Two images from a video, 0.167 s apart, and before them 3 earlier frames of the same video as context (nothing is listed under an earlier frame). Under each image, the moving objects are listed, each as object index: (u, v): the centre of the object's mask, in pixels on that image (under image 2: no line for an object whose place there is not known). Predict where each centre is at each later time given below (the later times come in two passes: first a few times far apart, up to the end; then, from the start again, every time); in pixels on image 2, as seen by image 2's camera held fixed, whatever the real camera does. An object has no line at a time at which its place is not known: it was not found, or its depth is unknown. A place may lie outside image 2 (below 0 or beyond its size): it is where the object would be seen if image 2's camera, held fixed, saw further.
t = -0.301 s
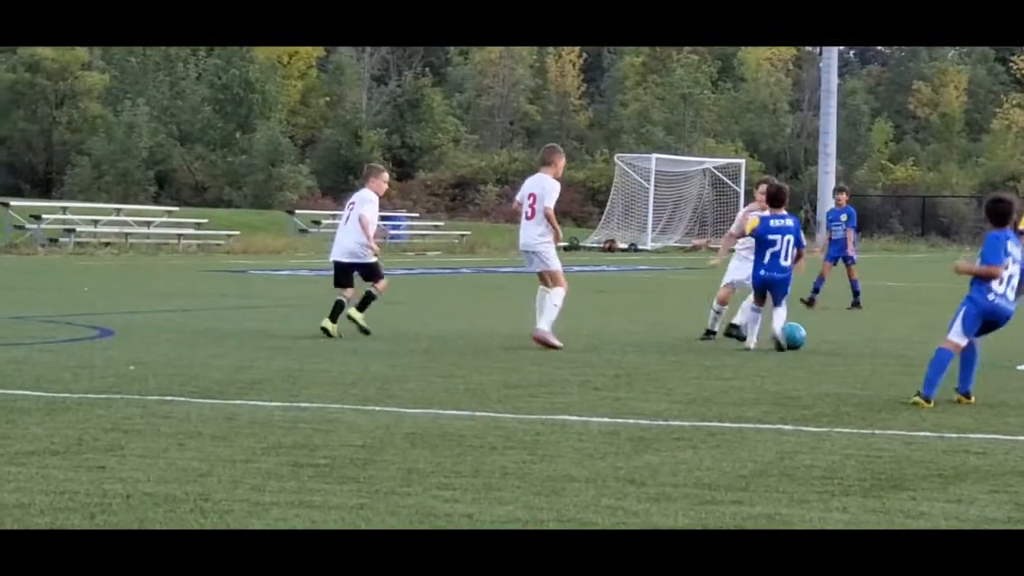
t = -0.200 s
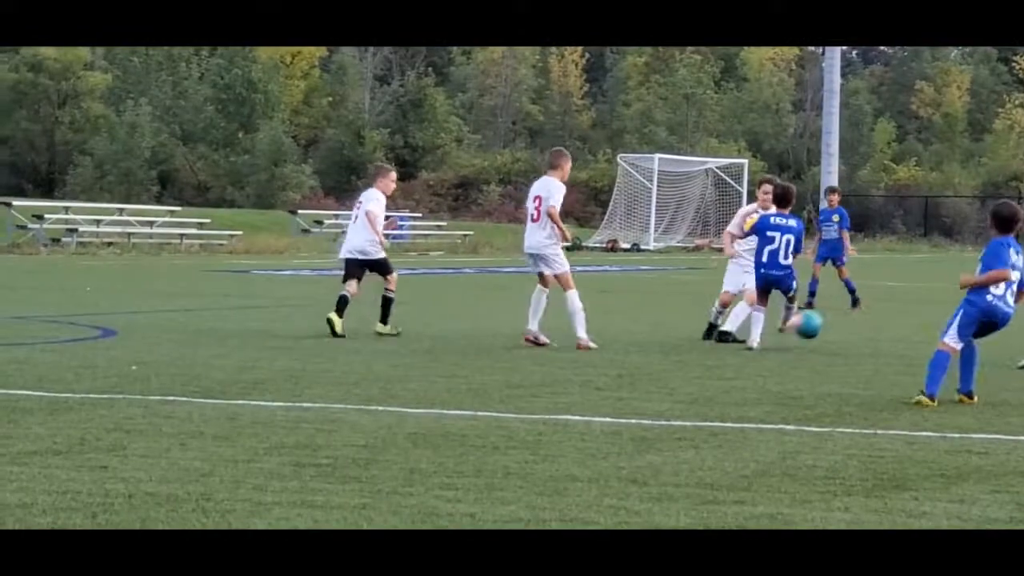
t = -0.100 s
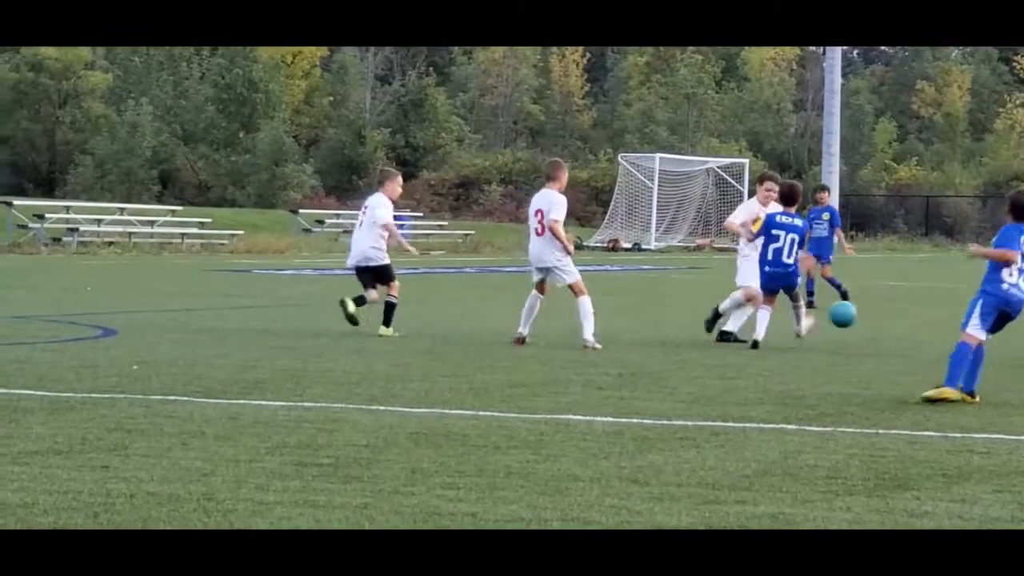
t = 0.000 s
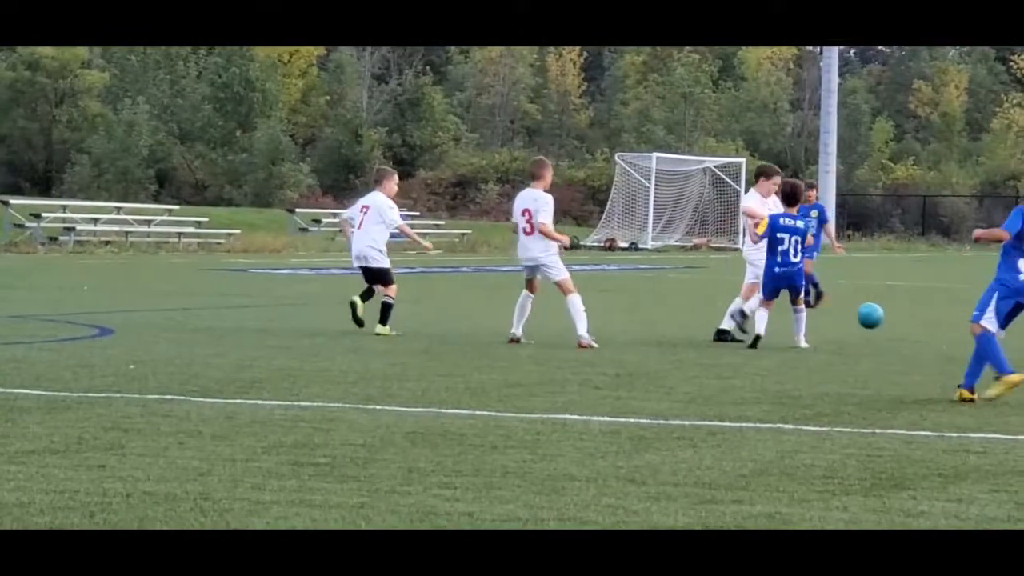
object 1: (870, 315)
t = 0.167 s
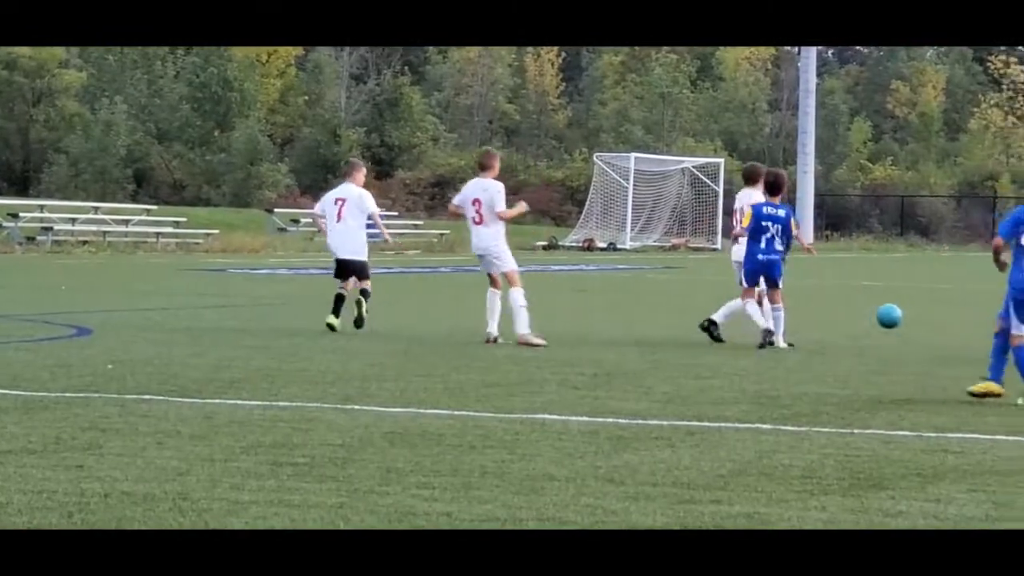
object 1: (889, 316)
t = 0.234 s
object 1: (902, 314)
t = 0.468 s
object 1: (941, 311)
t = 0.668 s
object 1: (963, 308)
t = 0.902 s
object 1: (984, 304)
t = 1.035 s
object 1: (995, 306)
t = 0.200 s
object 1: (896, 314)
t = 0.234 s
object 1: (902, 314)
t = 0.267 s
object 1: (909, 314)
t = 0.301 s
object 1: (915, 315)
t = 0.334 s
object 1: (921, 318)
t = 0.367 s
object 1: (927, 319)
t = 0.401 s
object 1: (932, 315)
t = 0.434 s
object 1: (937, 312)
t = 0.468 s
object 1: (941, 311)
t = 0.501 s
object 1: (945, 311)
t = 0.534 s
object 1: (949, 312)
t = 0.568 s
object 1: (954, 315)
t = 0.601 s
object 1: (956, 315)
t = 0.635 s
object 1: (961, 311)
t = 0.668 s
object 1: (963, 308)
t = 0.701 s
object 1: (966, 308)
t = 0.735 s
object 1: (970, 309)
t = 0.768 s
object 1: (971, 310)
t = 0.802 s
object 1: (975, 312)
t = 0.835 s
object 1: (977, 308)
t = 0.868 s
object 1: (981, 305)
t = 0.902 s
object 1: (984, 304)
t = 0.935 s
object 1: (988, 304)
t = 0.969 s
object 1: (990, 306)
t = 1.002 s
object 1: (992, 308)
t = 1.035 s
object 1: (995, 306)
